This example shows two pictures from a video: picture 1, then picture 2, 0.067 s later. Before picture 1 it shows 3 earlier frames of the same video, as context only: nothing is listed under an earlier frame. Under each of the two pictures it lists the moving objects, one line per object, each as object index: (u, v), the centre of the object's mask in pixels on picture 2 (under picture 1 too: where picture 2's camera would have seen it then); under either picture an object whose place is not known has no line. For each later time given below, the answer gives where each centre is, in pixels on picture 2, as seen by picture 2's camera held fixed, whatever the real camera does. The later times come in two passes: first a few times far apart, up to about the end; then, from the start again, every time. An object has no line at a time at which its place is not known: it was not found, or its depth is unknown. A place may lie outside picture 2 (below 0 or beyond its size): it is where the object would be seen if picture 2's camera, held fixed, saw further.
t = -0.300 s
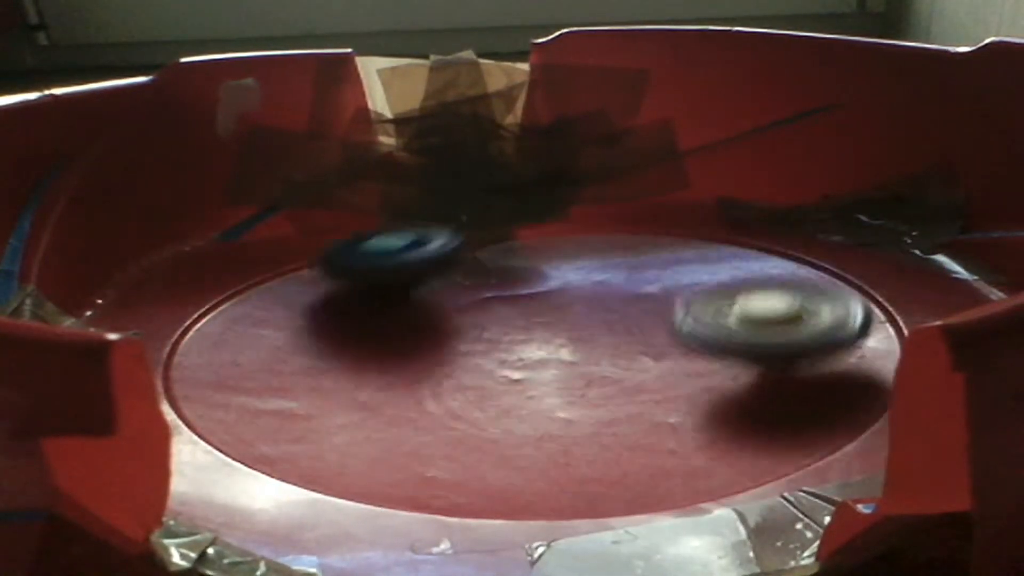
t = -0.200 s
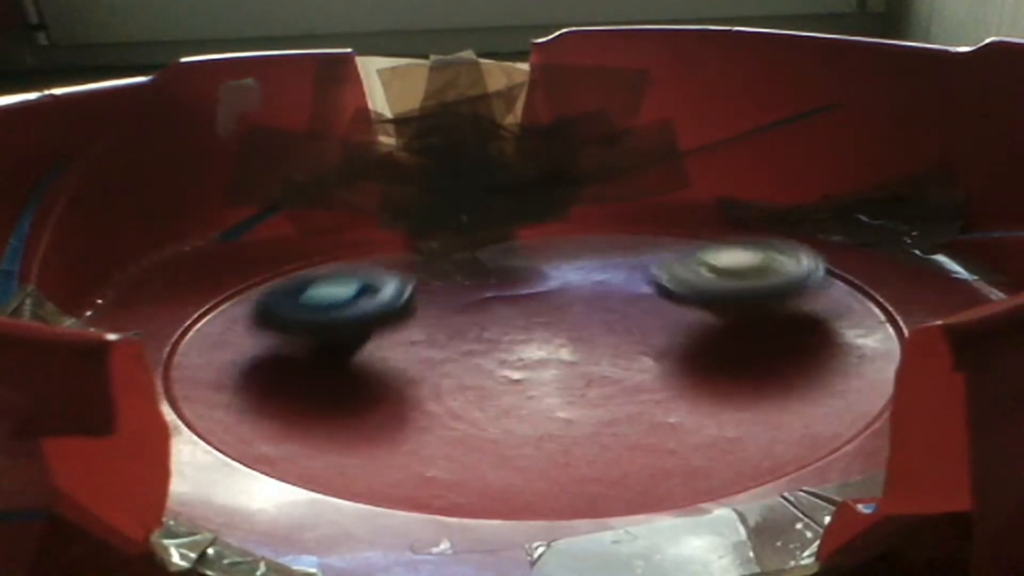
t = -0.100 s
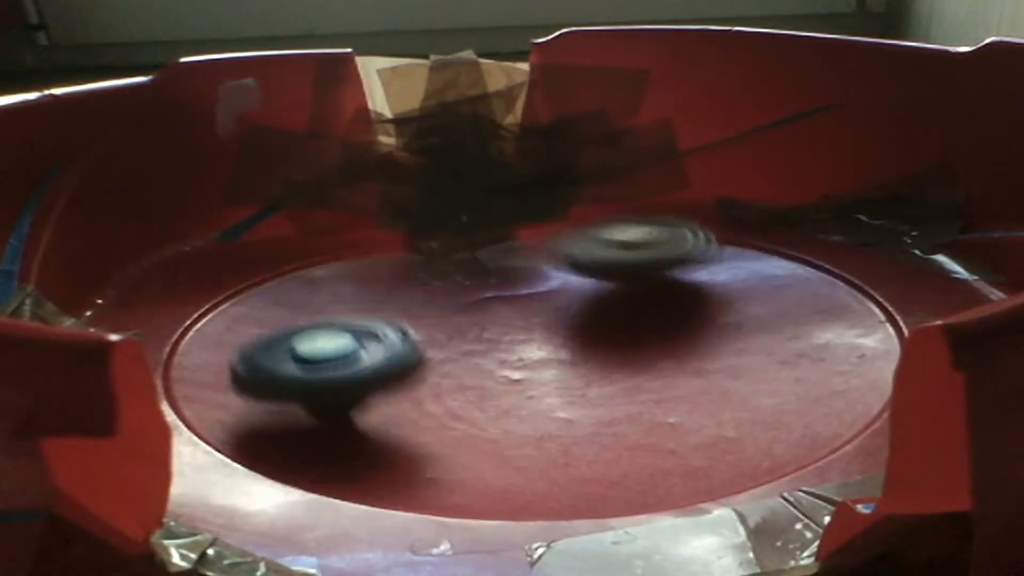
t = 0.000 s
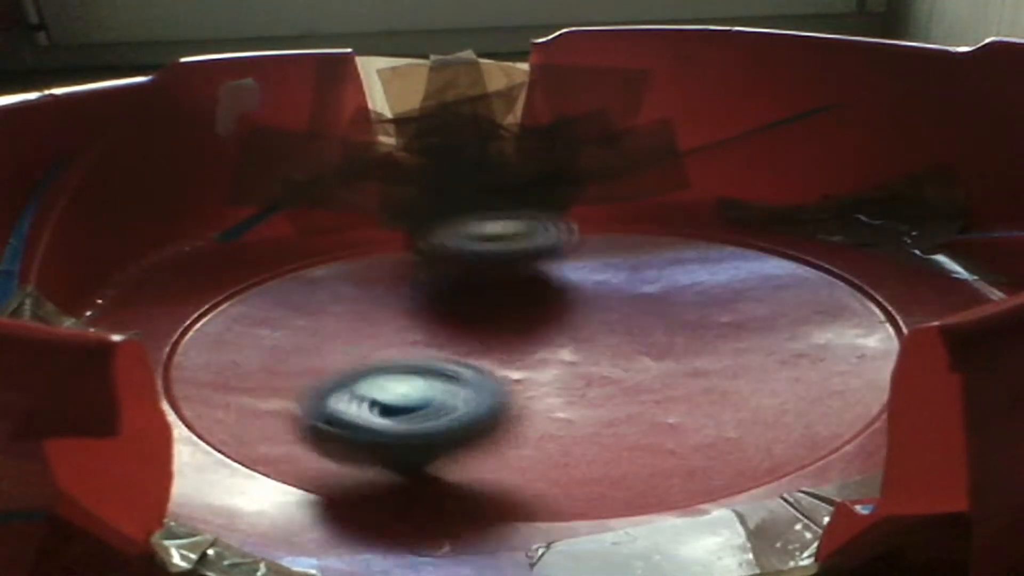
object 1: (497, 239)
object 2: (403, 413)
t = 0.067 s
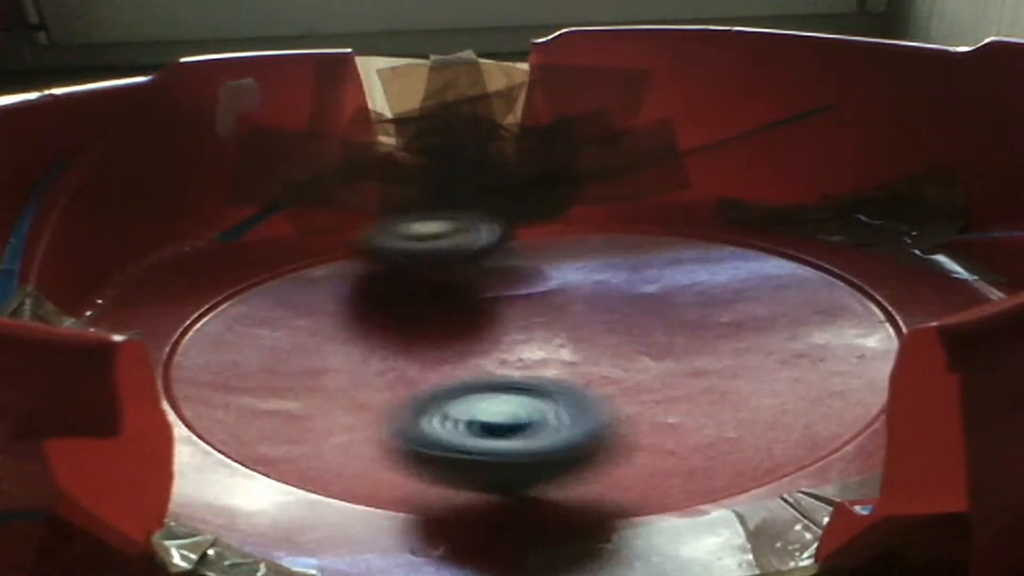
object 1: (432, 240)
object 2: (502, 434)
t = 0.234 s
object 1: (340, 308)
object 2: (742, 388)
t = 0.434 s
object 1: (471, 394)
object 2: (674, 287)
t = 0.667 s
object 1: (710, 325)
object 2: (426, 250)
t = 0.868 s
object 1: (583, 261)
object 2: (284, 302)
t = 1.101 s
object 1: (389, 264)
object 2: (417, 386)
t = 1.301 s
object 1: (365, 347)
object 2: (651, 329)
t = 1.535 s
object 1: (644, 342)
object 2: (543, 235)
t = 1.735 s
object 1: (618, 265)
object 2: (380, 247)
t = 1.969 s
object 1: (444, 238)
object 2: (443, 336)
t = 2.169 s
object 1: (399, 304)
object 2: (657, 304)
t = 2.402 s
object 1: (584, 333)
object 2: (592, 237)
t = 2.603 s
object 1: (623, 270)
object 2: (426, 240)
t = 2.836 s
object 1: (453, 243)
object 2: (443, 337)
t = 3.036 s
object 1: (415, 310)
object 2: (657, 356)
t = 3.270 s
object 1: (592, 352)
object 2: (677, 278)
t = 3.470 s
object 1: (660, 297)
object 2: (485, 266)
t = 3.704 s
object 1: (507, 260)
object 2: (381, 332)
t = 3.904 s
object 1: (403, 295)
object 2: (485, 393)
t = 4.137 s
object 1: (480, 368)
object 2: (674, 332)
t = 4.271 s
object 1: (601, 357)
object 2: (620, 278)
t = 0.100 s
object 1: (404, 247)
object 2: (561, 435)
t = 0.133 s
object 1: (383, 260)
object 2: (619, 431)
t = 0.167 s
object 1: (365, 273)
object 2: (673, 421)
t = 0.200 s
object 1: (351, 290)
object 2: (713, 406)
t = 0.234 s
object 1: (340, 308)
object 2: (742, 388)
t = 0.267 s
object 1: (341, 326)
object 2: (755, 368)
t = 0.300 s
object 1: (347, 343)
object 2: (757, 349)
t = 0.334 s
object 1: (364, 359)
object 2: (749, 332)
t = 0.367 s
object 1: (390, 373)
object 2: (731, 316)
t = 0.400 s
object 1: (424, 385)
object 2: (706, 300)
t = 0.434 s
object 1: (471, 394)
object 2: (674, 287)
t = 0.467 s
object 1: (528, 397)
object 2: (641, 275)
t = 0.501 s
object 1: (582, 394)
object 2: (602, 267)
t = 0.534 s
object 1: (631, 386)
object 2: (559, 258)
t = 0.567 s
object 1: (668, 374)
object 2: (521, 255)
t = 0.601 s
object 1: (694, 360)
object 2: (484, 251)
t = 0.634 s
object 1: (706, 342)
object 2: (455, 250)
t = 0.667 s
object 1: (710, 325)
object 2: (426, 250)
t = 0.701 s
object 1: (705, 311)
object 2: (397, 255)
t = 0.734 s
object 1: (692, 297)
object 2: (372, 264)
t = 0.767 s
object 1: (671, 286)
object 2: (346, 269)
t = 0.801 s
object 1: (645, 274)
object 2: (321, 280)
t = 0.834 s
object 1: (614, 266)
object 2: (300, 291)
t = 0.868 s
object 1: (583, 261)
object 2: (284, 302)
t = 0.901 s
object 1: (546, 255)
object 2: (275, 315)
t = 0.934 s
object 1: (512, 251)
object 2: (272, 328)
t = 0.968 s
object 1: (483, 250)
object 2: (281, 342)
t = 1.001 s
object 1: (456, 247)
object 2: (299, 357)
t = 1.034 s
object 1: (433, 249)
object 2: (328, 369)
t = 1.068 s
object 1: (409, 256)
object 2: (369, 379)
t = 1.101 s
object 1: (389, 264)
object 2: (417, 386)
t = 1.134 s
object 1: (370, 276)
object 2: (470, 387)
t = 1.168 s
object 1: (355, 289)
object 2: (531, 383)
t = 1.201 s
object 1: (345, 303)
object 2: (576, 373)
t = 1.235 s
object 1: (343, 319)
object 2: (612, 361)
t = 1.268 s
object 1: (350, 333)
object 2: (636, 345)
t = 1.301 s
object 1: (365, 347)
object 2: (651, 329)
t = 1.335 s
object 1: (393, 361)
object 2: (654, 311)
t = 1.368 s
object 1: (428, 370)
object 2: (648, 294)
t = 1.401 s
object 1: (478, 374)
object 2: (638, 282)
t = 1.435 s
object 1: (531, 374)
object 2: (621, 269)
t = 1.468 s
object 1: (578, 366)
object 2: (599, 258)
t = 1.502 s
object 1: (618, 356)
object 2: (576, 247)
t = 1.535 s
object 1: (644, 342)
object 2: (543, 235)
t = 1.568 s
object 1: (661, 329)
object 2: (511, 228)
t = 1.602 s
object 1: (666, 314)
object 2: (472, 229)
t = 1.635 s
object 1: (666, 300)
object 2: (448, 224)
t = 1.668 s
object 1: (658, 287)
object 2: (424, 226)
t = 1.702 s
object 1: (641, 277)
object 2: (399, 236)
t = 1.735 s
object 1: (618, 265)
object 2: (380, 247)
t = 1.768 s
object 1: (595, 257)
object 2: (364, 258)
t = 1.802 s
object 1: (565, 250)
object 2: (356, 272)
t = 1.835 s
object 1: (535, 242)
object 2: (355, 286)
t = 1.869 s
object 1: (503, 239)
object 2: (365, 301)
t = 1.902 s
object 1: (477, 237)
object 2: (385, 315)
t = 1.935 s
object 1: (458, 236)
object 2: (412, 328)
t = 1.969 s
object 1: (444, 238)
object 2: (443, 336)
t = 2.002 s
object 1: (430, 244)
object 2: (482, 342)
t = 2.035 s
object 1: (415, 256)
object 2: (528, 343)
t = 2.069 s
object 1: (405, 266)
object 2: (577, 337)
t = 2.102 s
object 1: (398, 279)
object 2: (615, 329)
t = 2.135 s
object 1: (395, 291)
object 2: (642, 317)
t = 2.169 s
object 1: (399, 304)
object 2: (657, 304)
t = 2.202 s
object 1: (408, 316)
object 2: (667, 290)
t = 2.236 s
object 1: (427, 327)
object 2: (668, 278)
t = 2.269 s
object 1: (452, 336)
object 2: (663, 267)
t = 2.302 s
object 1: (484, 343)
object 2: (652, 257)
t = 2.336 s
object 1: (521, 343)
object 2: (637, 249)
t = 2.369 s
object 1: (553, 340)
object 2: (616, 242)
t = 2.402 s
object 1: (584, 333)
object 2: (592, 237)
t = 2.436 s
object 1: (607, 327)
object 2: (562, 233)
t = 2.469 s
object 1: (625, 318)
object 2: (529, 229)
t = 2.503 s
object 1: (636, 306)
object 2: (500, 231)
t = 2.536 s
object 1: (639, 294)
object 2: (461, 235)
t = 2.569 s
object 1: (635, 283)
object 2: (441, 232)
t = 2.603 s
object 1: (623, 270)
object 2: (426, 240)
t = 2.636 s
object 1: (605, 262)
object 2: (417, 253)
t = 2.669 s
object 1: (584, 256)
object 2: (409, 267)
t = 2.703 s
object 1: (554, 249)
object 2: (405, 282)
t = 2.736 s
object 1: (524, 244)
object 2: (405, 296)
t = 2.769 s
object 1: (493, 241)
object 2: (413, 311)
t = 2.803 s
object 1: (471, 241)
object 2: (427, 325)
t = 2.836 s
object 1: (453, 243)
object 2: (443, 337)
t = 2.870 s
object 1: (438, 249)
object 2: (465, 348)
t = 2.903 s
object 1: (427, 260)
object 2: (497, 357)
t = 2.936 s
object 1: (417, 272)
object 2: (536, 363)
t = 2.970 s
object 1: (412, 284)
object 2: (579, 365)
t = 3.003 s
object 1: (409, 295)
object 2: (622, 362)
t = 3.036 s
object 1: (415, 310)
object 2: (657, 356)
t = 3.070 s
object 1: (423, 323)
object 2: (684, 346)
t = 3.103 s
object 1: (440, 333)
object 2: (706, 335)
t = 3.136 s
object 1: (463, 344)
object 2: (716, 323)
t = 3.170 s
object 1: (492, 351)
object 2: (718, 311)
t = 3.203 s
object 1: (526, 355)
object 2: (711, 300)
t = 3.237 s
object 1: (560, 355)
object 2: (698, 289)
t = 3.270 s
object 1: (592, 352)
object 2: (677, 278)
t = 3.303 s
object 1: (622, 346)
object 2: (649, 269)
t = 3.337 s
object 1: (638, 340)
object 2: (620, 264)
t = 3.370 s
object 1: (655, 327)
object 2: (587, 261)
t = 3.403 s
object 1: (664, 315)
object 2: (550, 262)
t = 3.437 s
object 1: (666, 306)
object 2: (517, 262)
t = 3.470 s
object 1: (660, 297)
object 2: (485, 266)
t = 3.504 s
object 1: (648, 287)
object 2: (461, 271)
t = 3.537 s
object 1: (628, 277)
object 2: (440, 277)
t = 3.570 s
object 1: (608, 270)
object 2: (423, 285)
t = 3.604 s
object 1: (585, 267)
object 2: (407, 295)
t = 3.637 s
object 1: (558, 264)
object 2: (395, 308)
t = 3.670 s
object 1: (533, 261)
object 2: (385, 319)
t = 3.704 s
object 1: (507, 260)
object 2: (381, 332)
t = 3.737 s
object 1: (487, 263)
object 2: (381, 345)
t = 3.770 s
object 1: (467, 265)
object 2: (389, 357)
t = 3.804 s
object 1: (447, 269)
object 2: (404, 368)
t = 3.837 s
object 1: (427, 276)
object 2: (423, 378)
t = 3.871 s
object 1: (414, 286)
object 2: (450, 387)
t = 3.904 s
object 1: (403, 295)
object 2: (485, 393)
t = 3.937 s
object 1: (399, 307)
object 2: (524, 394)
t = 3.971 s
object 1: (398, 320)
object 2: (564, 392)
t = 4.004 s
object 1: (404, 333)
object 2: (600, 384)
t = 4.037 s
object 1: (419, 344)
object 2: (628, 374)
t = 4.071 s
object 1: (442, 356)
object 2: (647, 361)
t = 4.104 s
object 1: (458, 363)
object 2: (667, 347)
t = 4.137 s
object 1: (480, 368)
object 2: (674, 332)
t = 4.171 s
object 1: (510, 371)
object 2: (670, 319)
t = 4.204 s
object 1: (542, 369)
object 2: (659, 302)
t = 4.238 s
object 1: (572, 364)
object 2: (642, 290)
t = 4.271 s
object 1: (601, 357)
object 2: (620, 278)
